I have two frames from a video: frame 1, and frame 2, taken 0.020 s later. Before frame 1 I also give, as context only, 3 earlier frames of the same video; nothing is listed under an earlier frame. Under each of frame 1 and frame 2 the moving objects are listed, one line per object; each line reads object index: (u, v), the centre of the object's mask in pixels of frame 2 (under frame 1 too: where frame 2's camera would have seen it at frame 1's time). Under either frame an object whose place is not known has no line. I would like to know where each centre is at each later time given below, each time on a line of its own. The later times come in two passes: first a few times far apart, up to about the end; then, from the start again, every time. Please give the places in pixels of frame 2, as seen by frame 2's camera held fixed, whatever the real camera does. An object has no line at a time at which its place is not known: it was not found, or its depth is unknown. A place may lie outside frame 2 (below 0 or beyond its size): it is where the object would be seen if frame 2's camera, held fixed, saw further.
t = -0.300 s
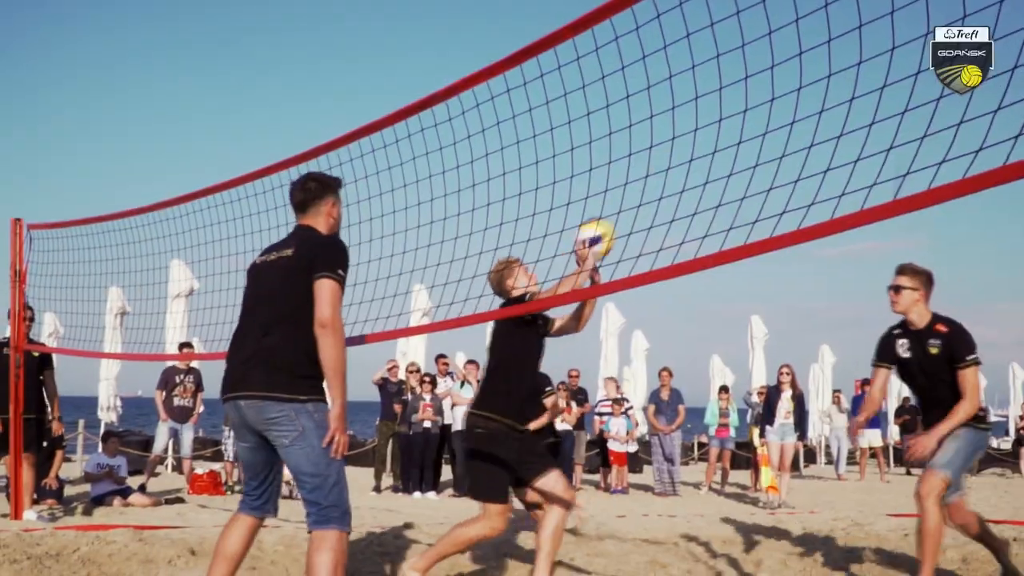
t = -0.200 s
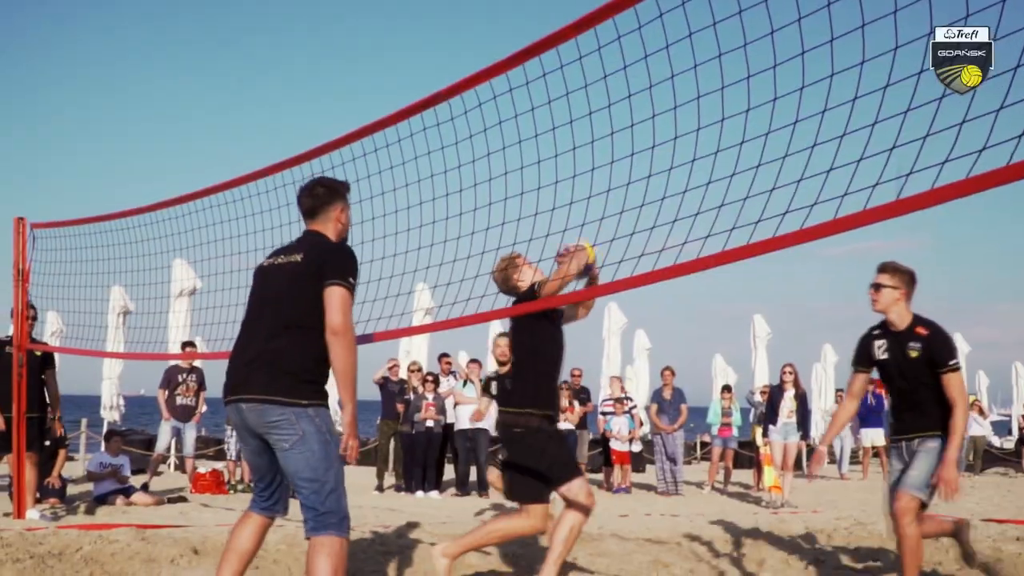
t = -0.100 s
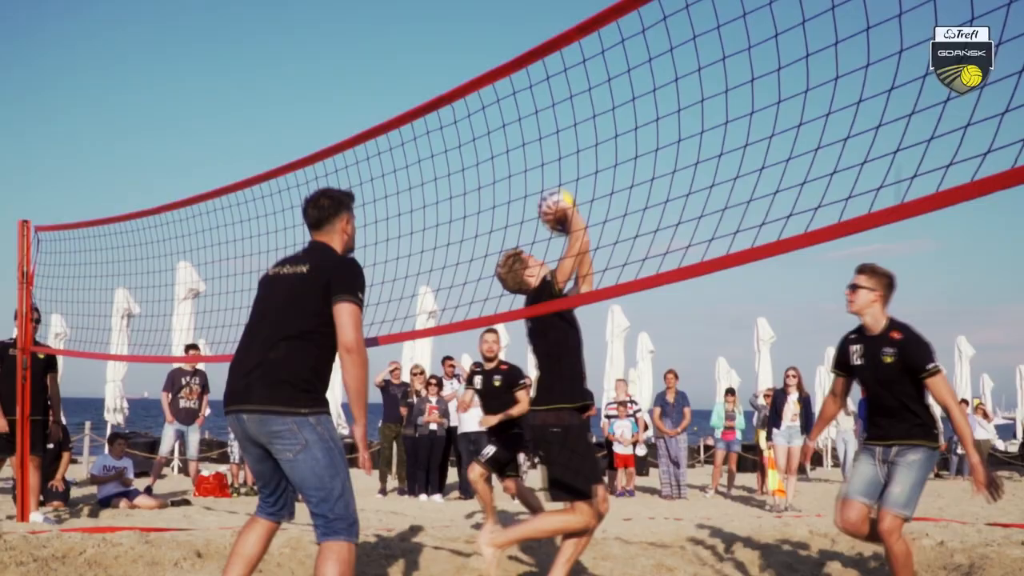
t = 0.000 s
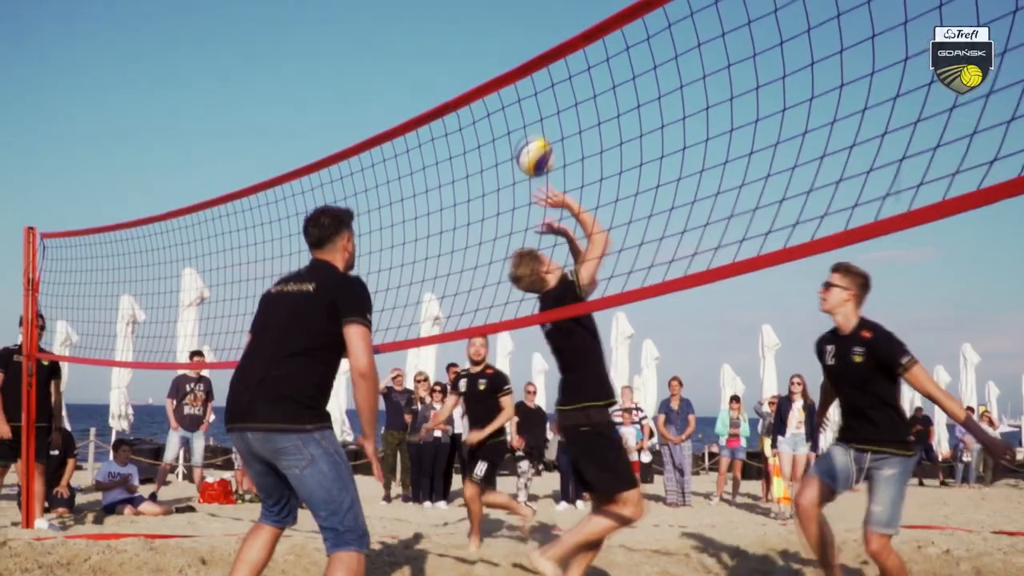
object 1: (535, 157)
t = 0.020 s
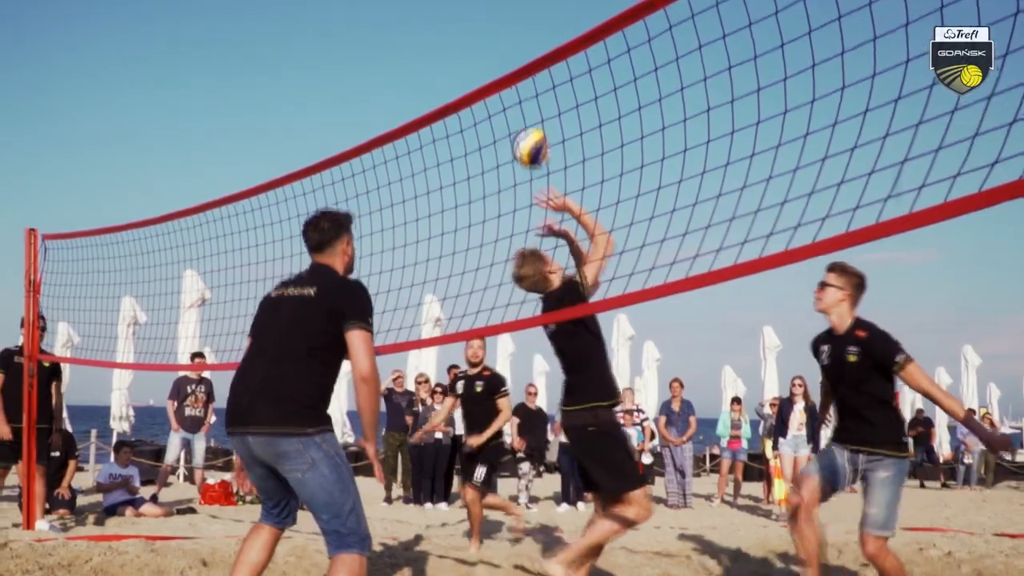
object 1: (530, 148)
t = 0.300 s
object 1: (462, 45)
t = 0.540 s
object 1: (411, 24)
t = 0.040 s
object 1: (526, 138)
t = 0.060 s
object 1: (520, 127)
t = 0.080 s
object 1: (515, 118)
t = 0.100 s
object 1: (510, 109)
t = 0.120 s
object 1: (507, 103)
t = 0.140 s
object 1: (504, 100)
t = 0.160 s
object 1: (491, 75)
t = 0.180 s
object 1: (488, 72)
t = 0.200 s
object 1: (485, 69)
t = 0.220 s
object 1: (481, 65)
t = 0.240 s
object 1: (476, 59)
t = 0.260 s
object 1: (472, 54)
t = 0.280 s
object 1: (466, 49)
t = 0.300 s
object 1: (462, 45)
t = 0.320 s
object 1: (457, 41)
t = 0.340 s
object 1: (453, 37)
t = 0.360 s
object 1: (448, 34)
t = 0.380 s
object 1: (444, 31)
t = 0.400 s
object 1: (440, 29)
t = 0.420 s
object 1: (436, 27)
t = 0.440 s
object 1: (431, 26)
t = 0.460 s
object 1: (427, 25)
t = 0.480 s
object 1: (423, 23)
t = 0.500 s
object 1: (419, 23)
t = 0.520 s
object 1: (415, 23)
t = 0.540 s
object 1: (411, 24)
